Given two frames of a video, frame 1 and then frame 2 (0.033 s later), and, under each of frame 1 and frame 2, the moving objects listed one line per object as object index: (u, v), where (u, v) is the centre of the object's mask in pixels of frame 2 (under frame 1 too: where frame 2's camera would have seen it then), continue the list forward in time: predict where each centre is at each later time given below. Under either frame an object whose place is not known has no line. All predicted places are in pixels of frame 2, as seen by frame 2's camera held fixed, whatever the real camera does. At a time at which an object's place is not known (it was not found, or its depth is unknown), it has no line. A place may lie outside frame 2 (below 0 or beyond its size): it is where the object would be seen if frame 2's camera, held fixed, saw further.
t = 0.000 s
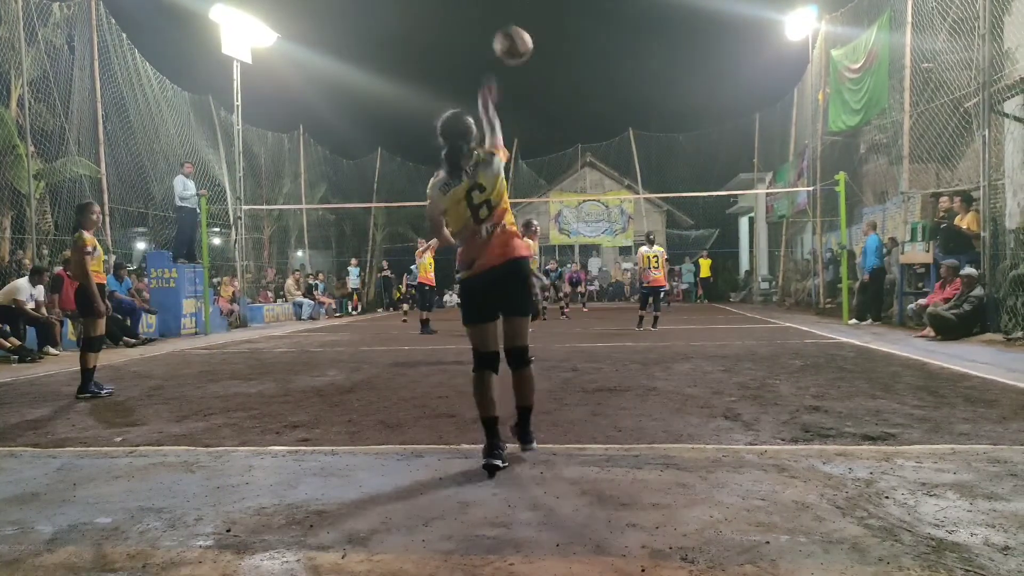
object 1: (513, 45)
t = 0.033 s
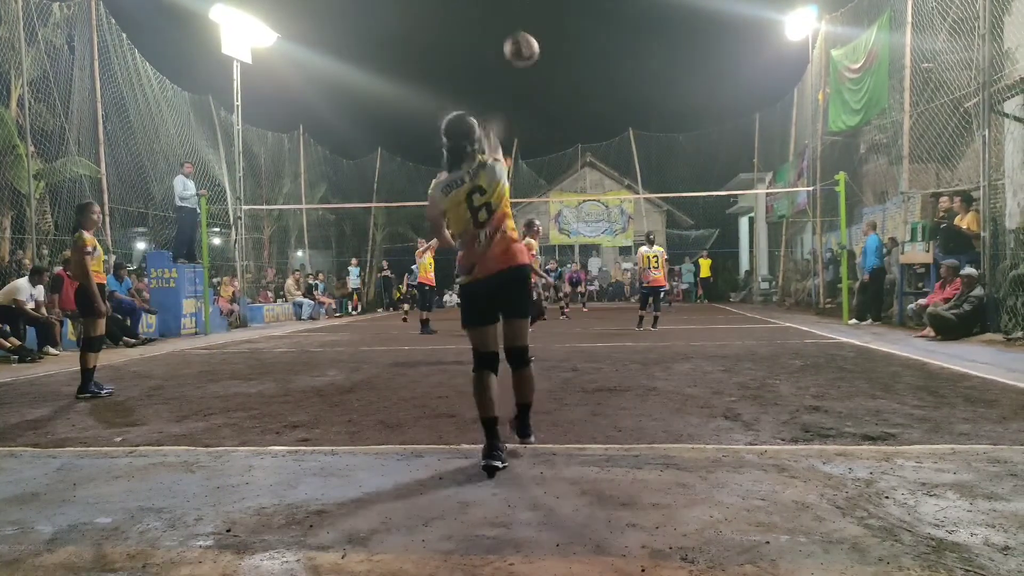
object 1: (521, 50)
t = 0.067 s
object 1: (529, 54)
